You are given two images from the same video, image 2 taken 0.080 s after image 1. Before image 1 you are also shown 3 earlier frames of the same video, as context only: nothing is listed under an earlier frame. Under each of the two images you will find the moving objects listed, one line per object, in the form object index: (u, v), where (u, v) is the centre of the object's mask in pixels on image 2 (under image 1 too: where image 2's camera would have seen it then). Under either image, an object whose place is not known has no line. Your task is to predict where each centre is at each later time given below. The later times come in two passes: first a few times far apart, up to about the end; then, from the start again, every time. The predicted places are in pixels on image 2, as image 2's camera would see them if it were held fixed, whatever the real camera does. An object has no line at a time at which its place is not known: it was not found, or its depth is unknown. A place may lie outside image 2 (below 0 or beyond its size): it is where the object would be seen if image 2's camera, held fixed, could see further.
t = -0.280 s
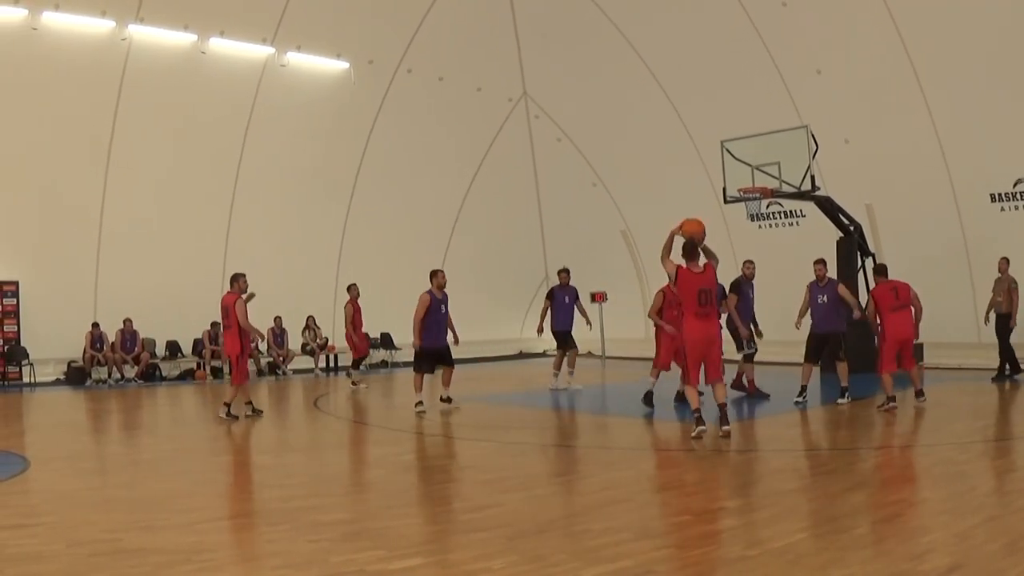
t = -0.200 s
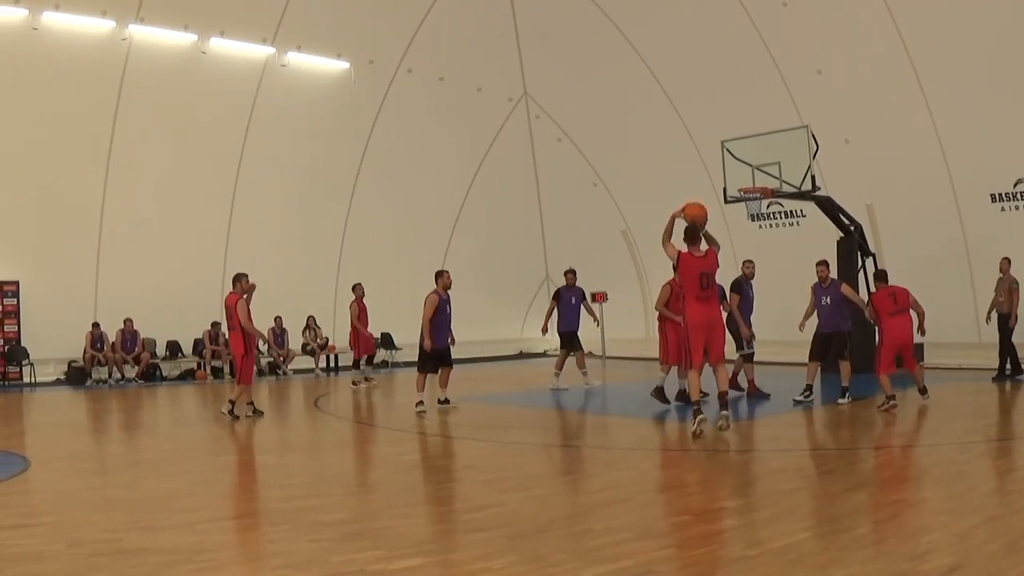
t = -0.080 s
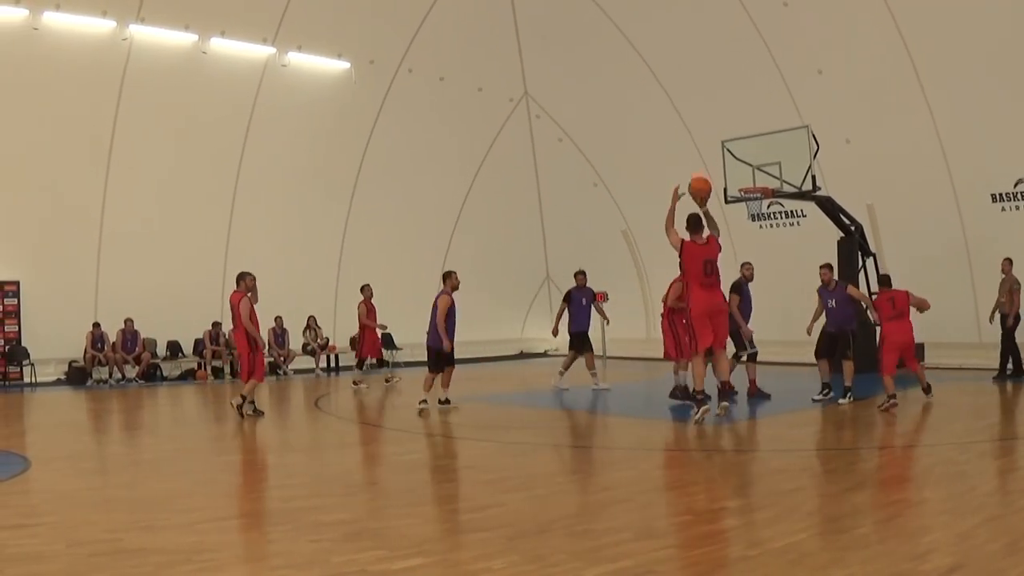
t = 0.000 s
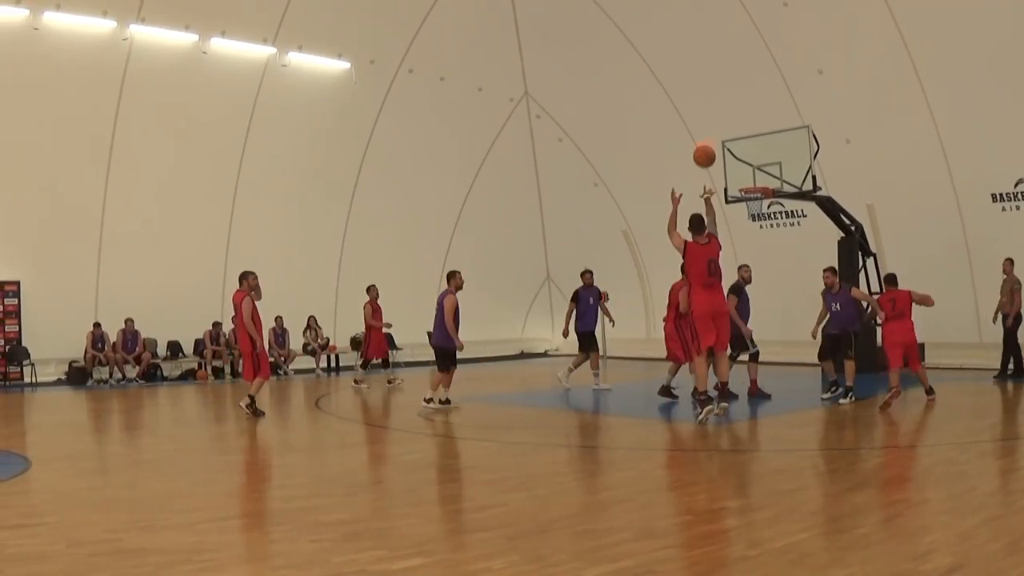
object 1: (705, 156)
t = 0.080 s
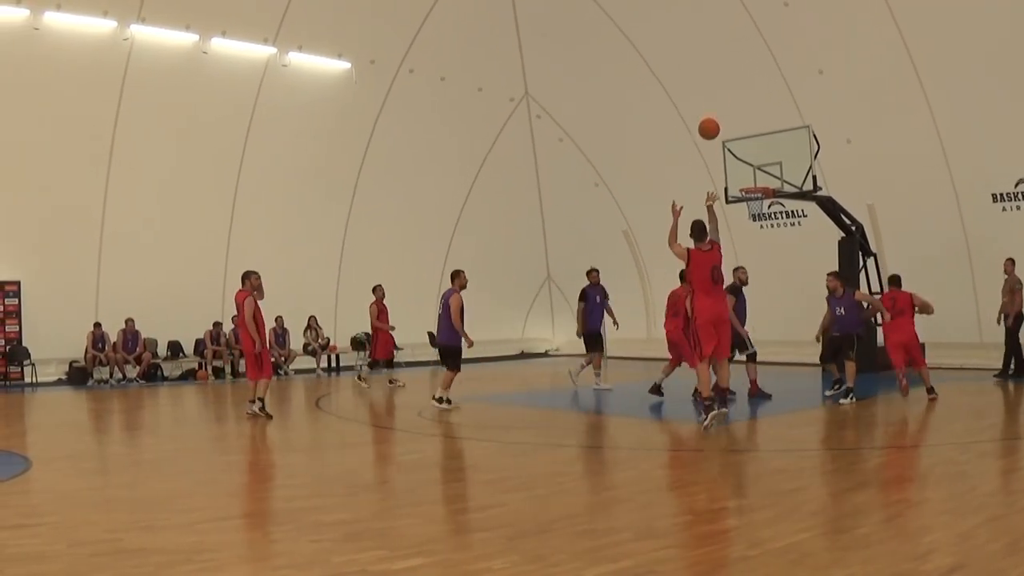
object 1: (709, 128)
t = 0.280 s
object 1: (718, 91)
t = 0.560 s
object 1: (730, 94)
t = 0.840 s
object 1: (742, 146)
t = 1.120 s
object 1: (774, 166)
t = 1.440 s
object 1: (842, 169)
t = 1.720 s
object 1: (906, 228)
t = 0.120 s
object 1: (711, 117)
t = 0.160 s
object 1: (713, 108)
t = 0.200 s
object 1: (715, 101)
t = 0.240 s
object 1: (716, 95)
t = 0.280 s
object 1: (718, 91)
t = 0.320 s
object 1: (720, 87)
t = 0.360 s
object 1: (722, 86)
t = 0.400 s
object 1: (724, 85)
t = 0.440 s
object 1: (725, 86)
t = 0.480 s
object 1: (727, 87)
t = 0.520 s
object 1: (728, 90)
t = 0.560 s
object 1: (730, 94)
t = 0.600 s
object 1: (732, 99)
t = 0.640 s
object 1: (733, 104)
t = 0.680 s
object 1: (735, 111)
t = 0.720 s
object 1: (737, 118)
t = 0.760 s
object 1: (738, 126)
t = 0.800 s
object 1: (740, 135)
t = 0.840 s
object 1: (742, 146)
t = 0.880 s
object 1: (743, 155)
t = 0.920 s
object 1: (745, 166)
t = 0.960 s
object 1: (746, 178)
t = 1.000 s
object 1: (750, 182)
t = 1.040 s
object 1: (758, 175)
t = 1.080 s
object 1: (766, 171)
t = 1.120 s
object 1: (774, 166)
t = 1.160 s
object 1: (782, 163)
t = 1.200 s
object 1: (790, 161)
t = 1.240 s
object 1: (799, 159)
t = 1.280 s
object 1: (807, 159)
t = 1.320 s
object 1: (816, 160)
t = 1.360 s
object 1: (824, 162)
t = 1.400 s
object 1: (833, 165)
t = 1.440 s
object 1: (842, 169)
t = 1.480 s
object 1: (851, 174)
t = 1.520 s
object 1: (860, 180)
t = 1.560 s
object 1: (869, 187)
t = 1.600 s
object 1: (878, 195)
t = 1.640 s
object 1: (888, 205)
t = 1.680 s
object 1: (897, 216)
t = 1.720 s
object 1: (906, 228)
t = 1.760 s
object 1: (915, 241)
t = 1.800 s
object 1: (925, 256)
